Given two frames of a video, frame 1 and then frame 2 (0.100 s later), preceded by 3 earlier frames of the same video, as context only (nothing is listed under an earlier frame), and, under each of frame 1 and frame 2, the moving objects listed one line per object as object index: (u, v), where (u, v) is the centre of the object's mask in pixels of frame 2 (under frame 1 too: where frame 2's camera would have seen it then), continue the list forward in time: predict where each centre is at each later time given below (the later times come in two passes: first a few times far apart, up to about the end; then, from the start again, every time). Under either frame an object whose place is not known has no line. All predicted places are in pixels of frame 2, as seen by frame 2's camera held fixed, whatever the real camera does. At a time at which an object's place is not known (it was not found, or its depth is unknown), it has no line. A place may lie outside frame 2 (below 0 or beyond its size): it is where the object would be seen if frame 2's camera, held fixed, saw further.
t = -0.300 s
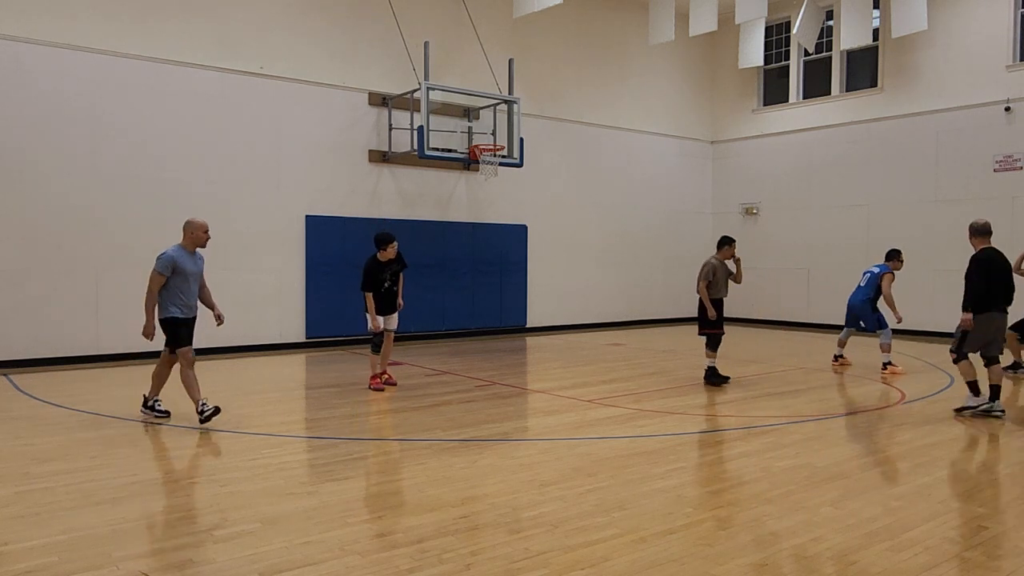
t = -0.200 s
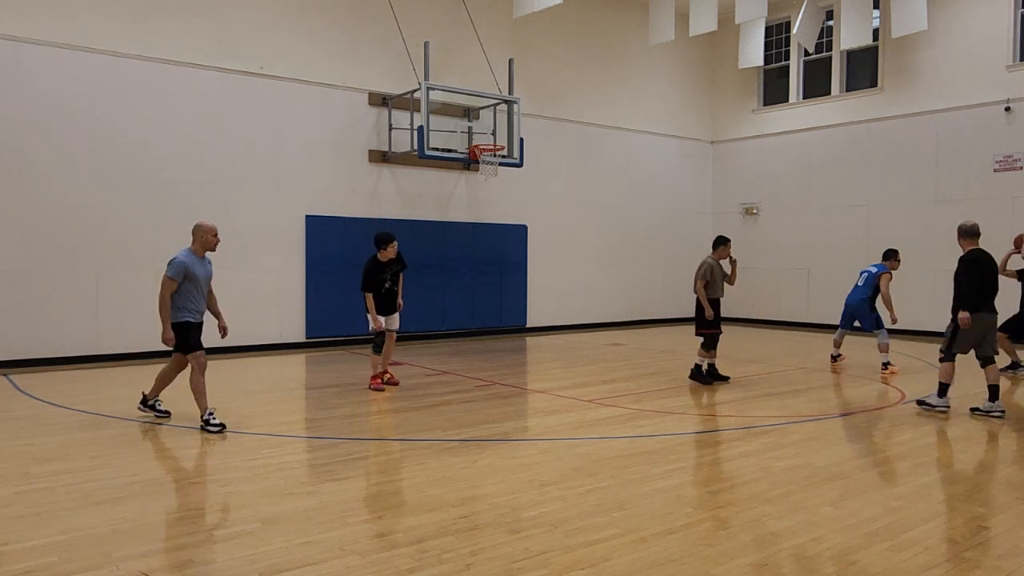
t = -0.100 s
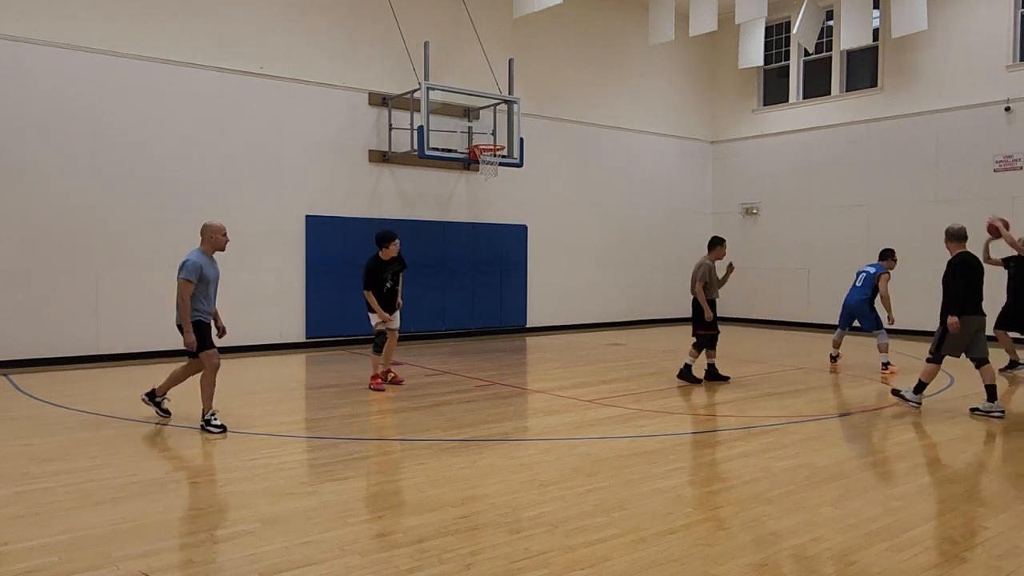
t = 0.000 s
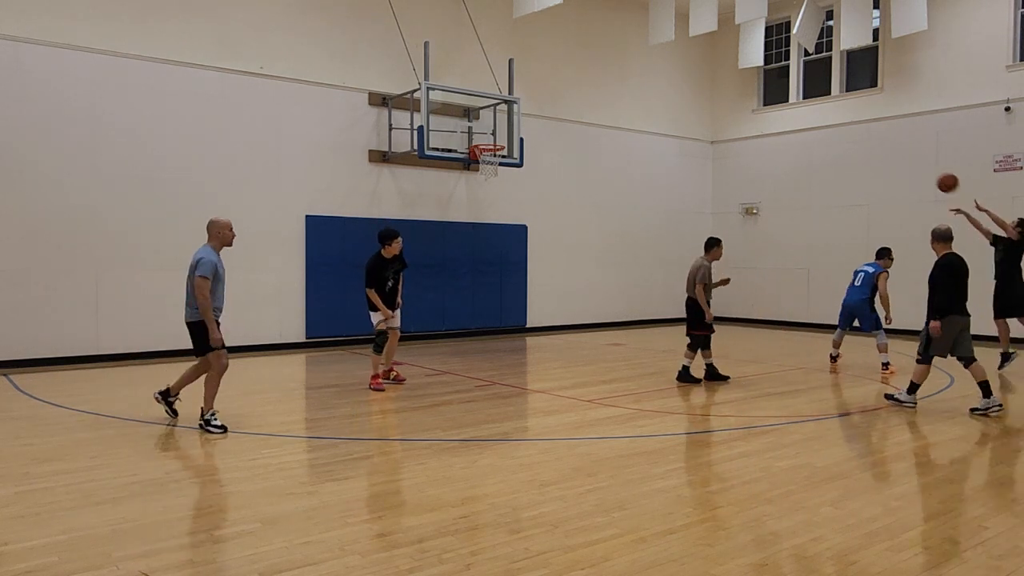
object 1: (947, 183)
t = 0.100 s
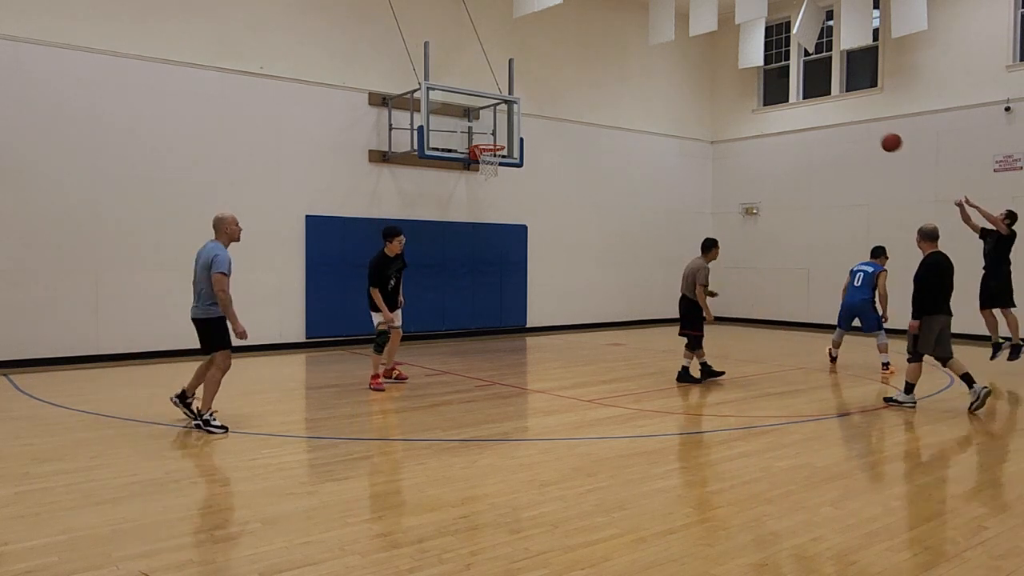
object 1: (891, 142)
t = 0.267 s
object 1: (804, 96)
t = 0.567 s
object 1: (663, 71)
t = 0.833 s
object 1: (554, 100)
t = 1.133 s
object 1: (499, 154)
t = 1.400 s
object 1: (492, 165)
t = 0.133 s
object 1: (873, 131)
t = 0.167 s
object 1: (855, 121)
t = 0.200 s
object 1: (837, 111)
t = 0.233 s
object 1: (820, 103)
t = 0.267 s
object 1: (804, 96)
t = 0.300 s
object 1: (786, 89)
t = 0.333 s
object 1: (770, 83)
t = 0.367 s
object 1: (754, 79)
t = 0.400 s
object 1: (738, 76)
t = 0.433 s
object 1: (722, 73)
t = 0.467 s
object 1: (707, 71)
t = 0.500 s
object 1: (692, 70)
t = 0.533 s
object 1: (677, 70)
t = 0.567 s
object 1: (663, 71)
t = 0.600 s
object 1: (648, 72)
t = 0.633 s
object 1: (634, 74)
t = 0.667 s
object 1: (620, 76)
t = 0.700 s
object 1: (606, 80)
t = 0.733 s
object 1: (593, 84)
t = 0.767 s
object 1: (580, 89)
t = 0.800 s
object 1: (566, 94)
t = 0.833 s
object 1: (554, 100)
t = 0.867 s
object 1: (541, 107)
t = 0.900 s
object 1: (528, 114)
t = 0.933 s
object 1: (517, 122)
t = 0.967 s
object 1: (504, 130)
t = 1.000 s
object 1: (492, 138)
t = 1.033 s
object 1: (483, 146)
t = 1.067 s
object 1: (489, 153)
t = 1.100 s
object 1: (494, 157)
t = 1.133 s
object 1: (499, 154)
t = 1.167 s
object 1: (499, 153)
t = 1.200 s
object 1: (499, 154)
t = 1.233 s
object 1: (498, 153)
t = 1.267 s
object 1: (497, 156)
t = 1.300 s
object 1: (497, 159)
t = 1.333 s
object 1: (494, 161)
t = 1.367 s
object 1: (493, 162)
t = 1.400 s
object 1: (492, 165)
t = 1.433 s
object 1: (490, 168)
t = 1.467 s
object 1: (488, 174)
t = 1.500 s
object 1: (486, 177)
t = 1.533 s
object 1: (484, 181)
